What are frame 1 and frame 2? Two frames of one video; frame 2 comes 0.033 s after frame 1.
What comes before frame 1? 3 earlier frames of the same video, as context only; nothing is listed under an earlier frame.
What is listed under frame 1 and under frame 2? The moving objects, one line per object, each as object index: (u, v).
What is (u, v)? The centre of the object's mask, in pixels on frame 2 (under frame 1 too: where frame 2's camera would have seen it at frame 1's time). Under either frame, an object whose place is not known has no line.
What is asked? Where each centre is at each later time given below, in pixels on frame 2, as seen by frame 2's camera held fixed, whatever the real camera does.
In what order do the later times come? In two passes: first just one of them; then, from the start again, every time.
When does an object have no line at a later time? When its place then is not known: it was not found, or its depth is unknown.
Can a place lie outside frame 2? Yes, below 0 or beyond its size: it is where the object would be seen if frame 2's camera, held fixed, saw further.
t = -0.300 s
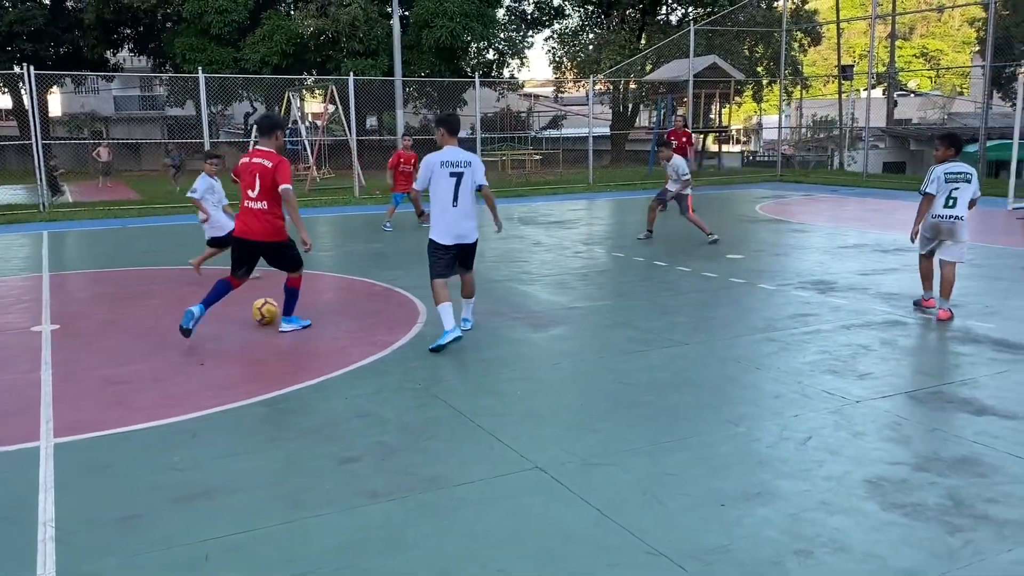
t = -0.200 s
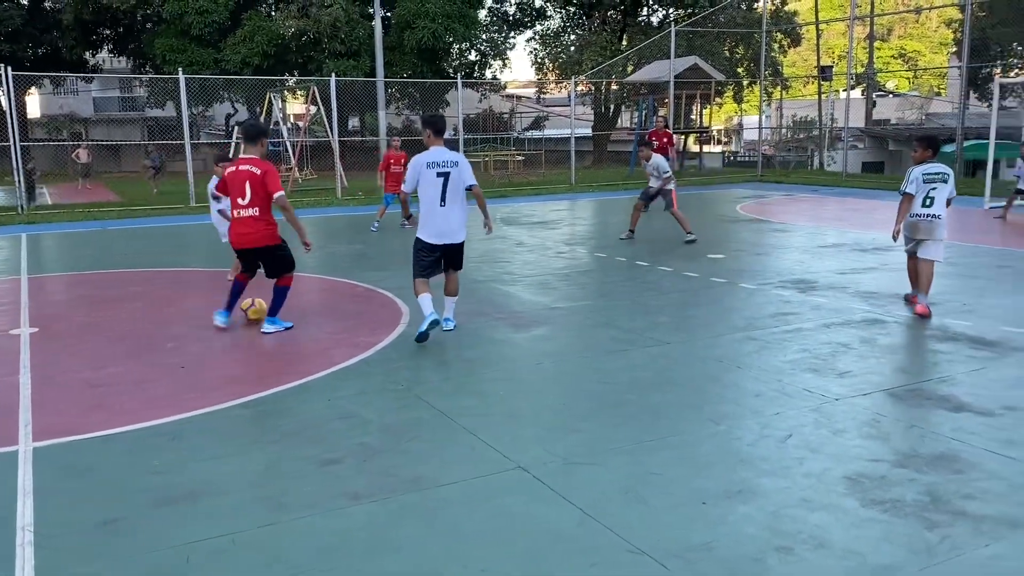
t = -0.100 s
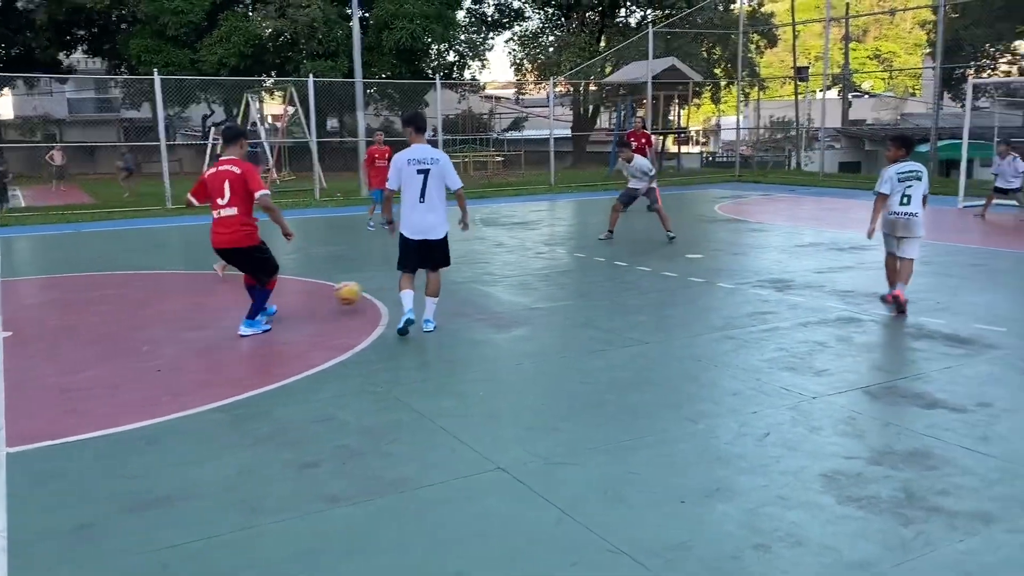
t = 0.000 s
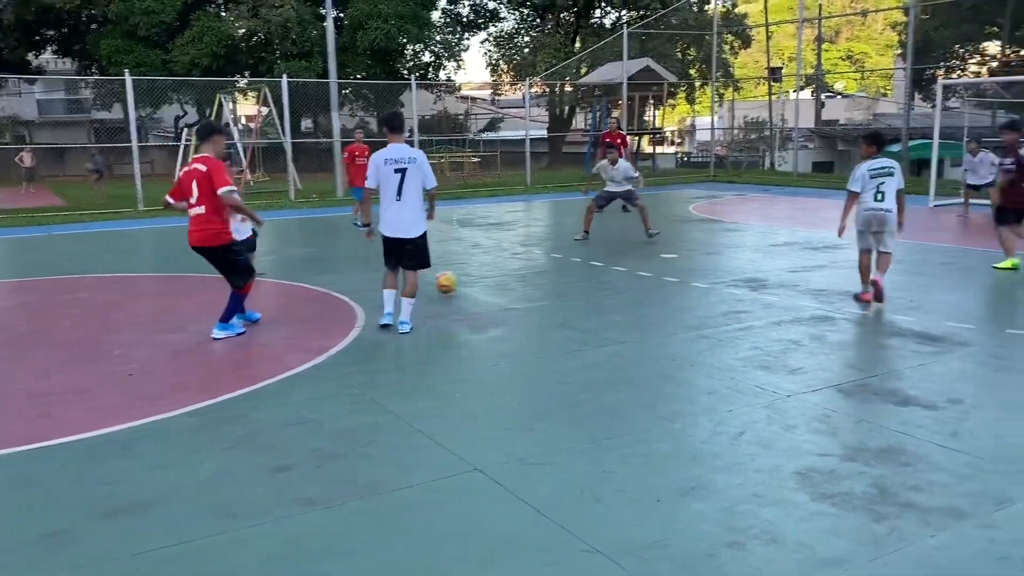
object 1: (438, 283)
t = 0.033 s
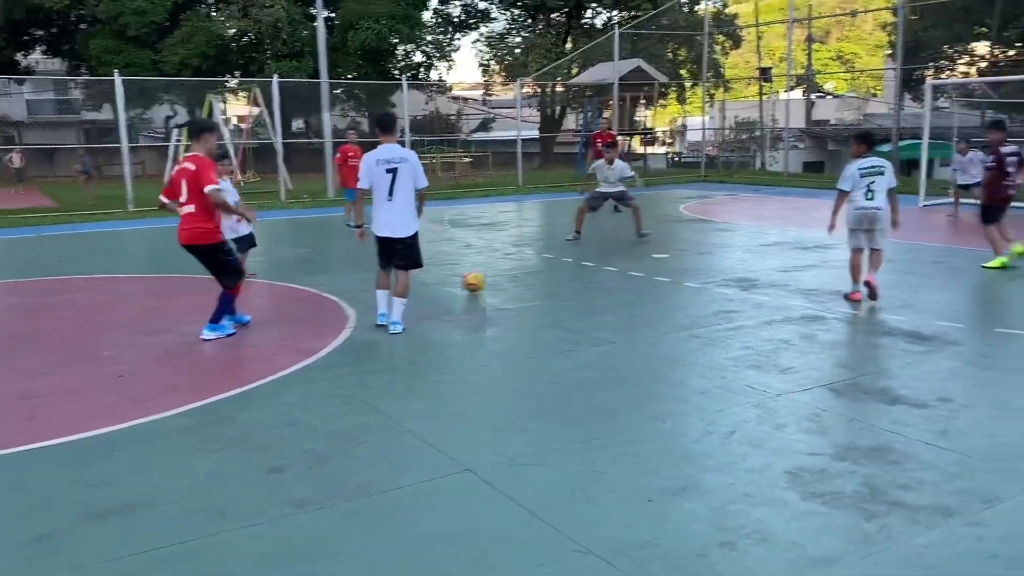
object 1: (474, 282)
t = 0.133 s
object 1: (564, 268)
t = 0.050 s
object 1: (491, 280)
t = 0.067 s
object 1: (506, 277)
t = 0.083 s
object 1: (521, 274)
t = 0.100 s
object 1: (537, 271)
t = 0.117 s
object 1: (550, 270)
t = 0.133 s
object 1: (564, 268)
